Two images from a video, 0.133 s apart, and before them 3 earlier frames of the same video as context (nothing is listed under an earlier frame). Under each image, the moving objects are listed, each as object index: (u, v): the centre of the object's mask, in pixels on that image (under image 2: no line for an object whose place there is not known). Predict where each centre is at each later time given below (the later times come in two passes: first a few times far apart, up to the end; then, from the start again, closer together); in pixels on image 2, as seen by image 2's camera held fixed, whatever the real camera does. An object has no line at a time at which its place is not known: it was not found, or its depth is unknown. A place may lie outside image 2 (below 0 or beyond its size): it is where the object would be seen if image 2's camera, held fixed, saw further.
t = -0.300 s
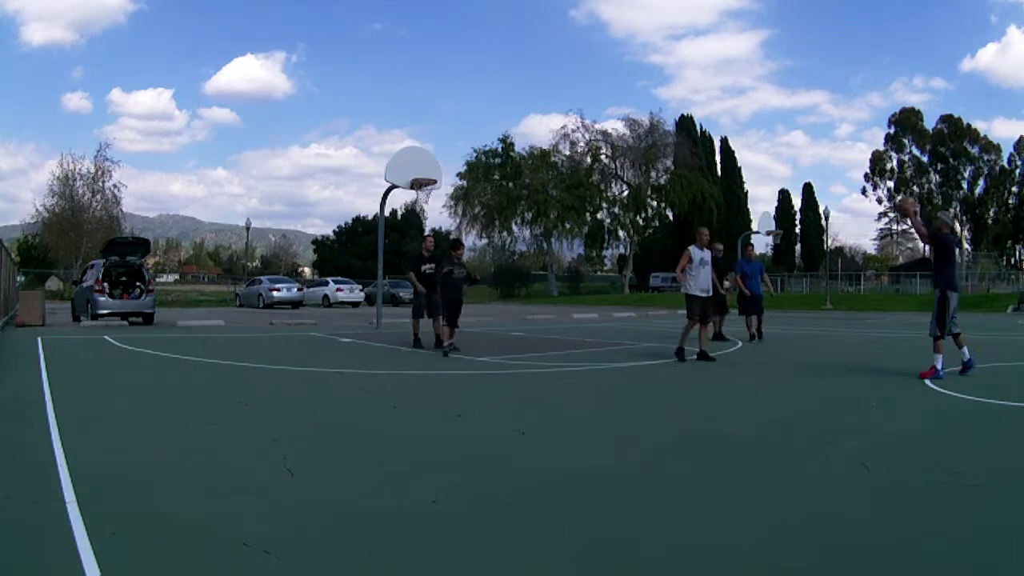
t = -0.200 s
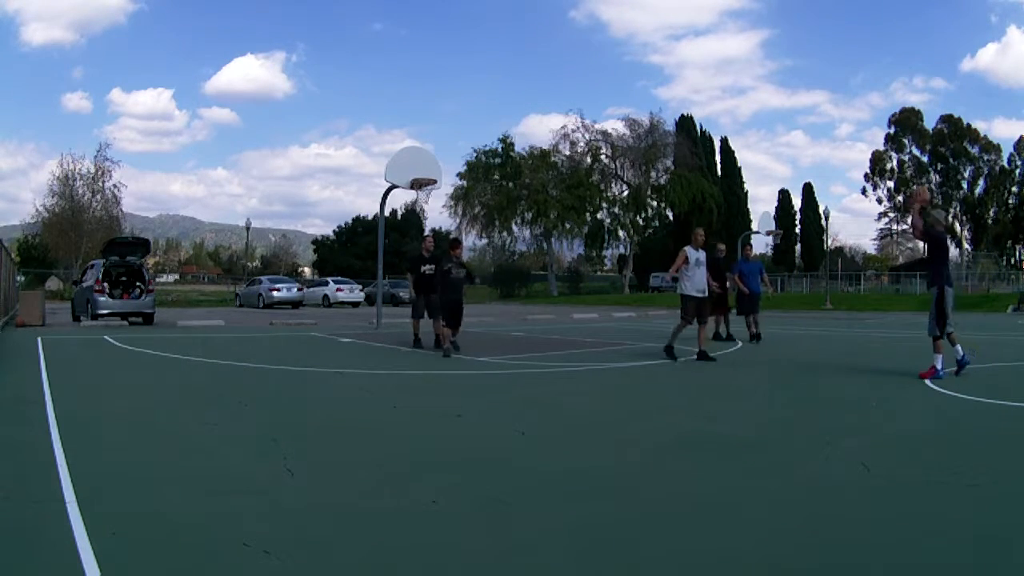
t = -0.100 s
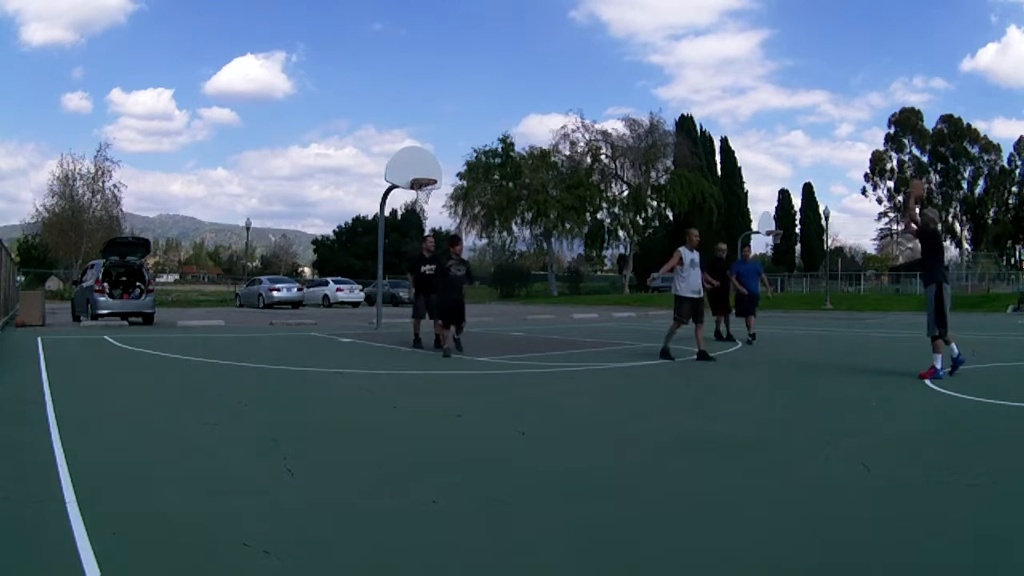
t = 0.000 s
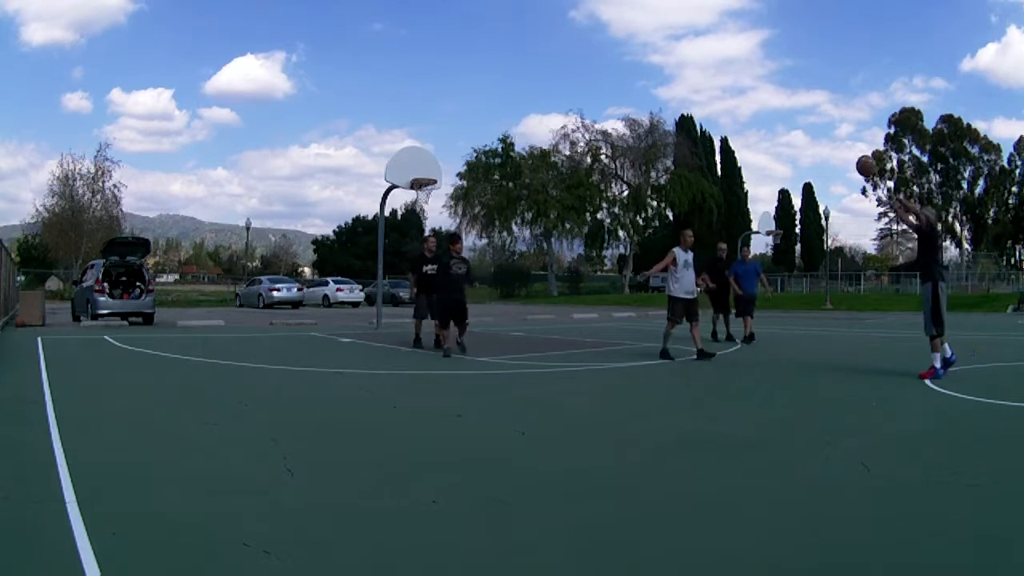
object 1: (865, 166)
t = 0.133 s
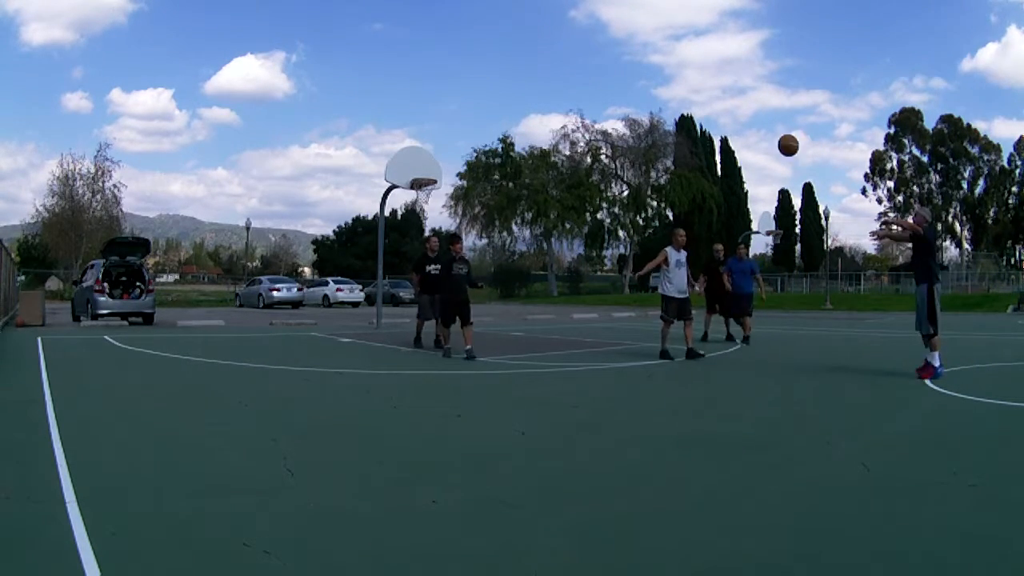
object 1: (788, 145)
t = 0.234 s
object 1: (729, 141)
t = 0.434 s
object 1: (612, 164)
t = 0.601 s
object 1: (520, 211)
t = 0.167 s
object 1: (768, 143)
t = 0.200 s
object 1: (749, 141)
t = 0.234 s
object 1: (729, 141)
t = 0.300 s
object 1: (690, 142)
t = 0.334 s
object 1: (673, 145)
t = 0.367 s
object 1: (652, 147)
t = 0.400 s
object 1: (631, 157)
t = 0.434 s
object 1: (612, 164)
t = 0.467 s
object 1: (596, 169)
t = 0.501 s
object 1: (575, 179)
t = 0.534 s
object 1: (557, 186)
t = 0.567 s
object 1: (538, 198)
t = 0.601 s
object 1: (520, 211)
